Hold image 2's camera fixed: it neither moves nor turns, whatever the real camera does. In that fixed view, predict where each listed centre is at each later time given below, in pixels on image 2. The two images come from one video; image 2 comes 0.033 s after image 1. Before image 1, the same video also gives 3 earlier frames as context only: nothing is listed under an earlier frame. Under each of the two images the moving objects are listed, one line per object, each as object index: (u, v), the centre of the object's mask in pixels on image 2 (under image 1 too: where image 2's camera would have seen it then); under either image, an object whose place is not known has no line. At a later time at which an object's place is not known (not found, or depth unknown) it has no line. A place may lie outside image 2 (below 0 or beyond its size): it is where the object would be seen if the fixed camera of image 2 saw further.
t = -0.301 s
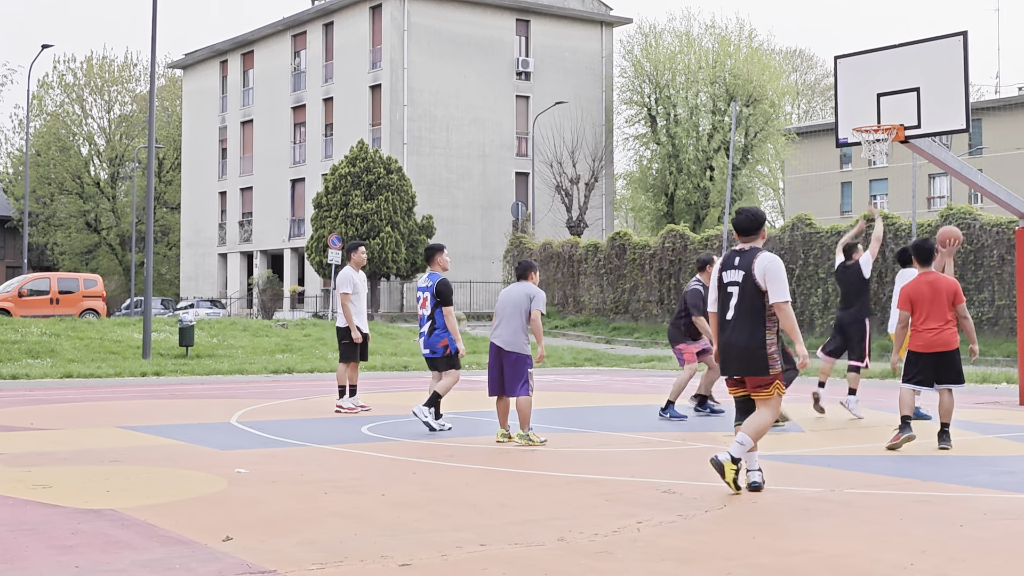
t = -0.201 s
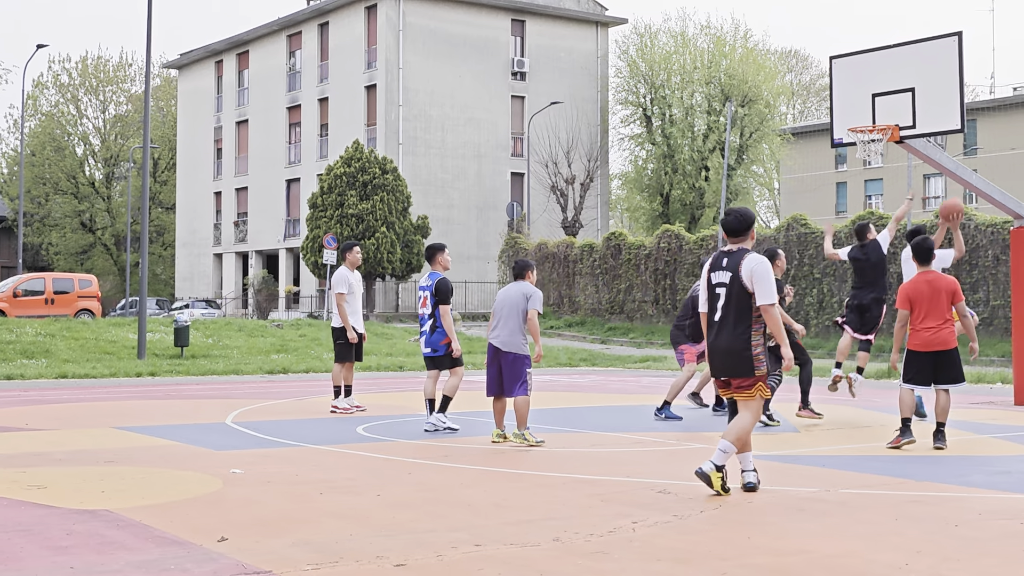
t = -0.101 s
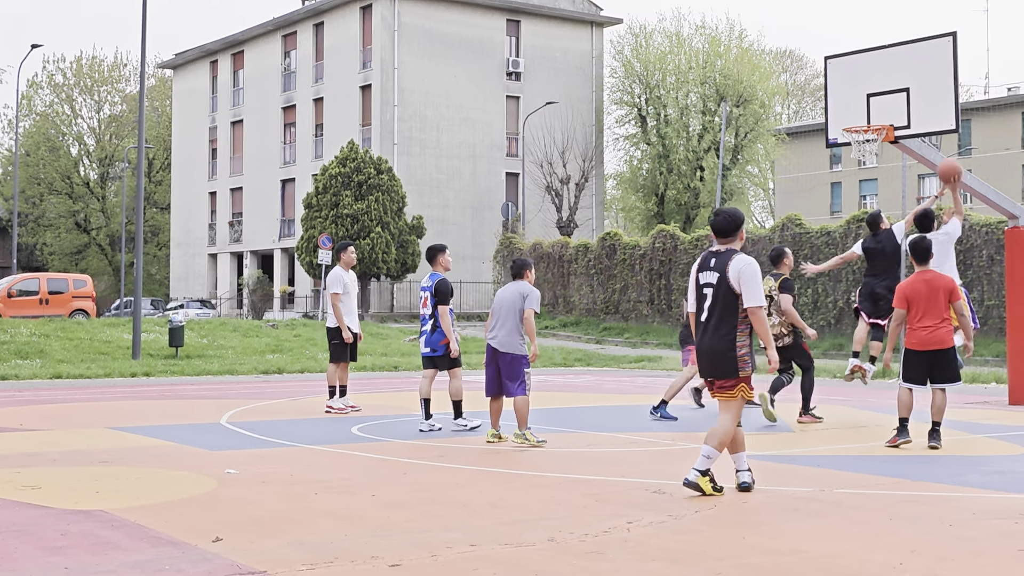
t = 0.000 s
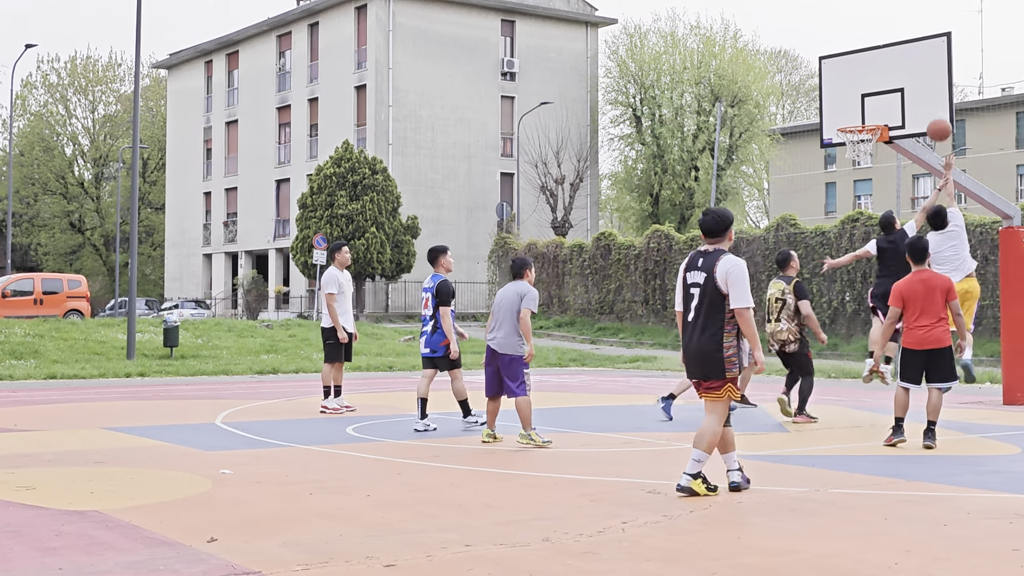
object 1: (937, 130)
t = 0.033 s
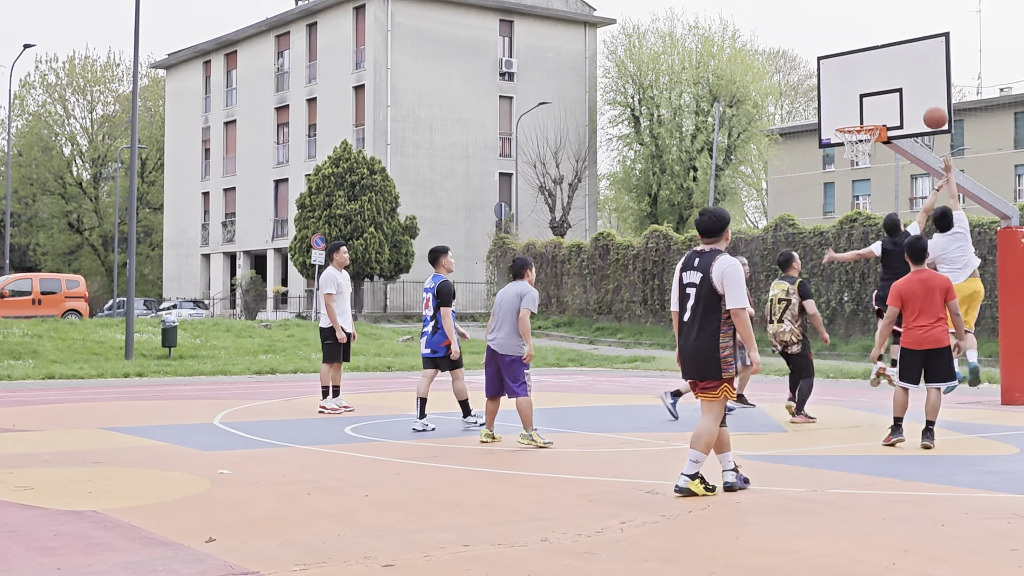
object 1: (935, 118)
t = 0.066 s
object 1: (933, 107)
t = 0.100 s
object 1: (932, 98)
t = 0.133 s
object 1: (930, 90)
